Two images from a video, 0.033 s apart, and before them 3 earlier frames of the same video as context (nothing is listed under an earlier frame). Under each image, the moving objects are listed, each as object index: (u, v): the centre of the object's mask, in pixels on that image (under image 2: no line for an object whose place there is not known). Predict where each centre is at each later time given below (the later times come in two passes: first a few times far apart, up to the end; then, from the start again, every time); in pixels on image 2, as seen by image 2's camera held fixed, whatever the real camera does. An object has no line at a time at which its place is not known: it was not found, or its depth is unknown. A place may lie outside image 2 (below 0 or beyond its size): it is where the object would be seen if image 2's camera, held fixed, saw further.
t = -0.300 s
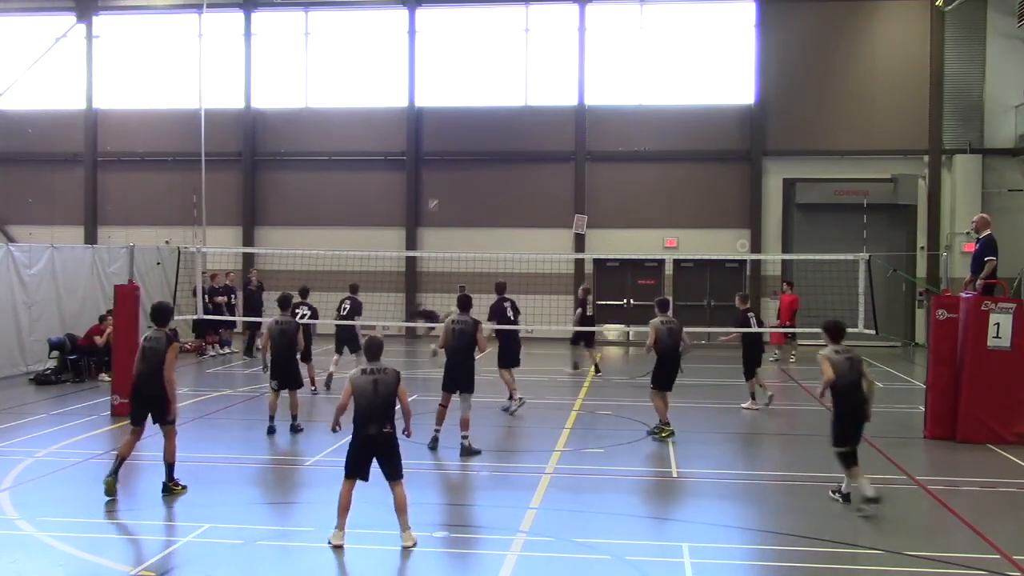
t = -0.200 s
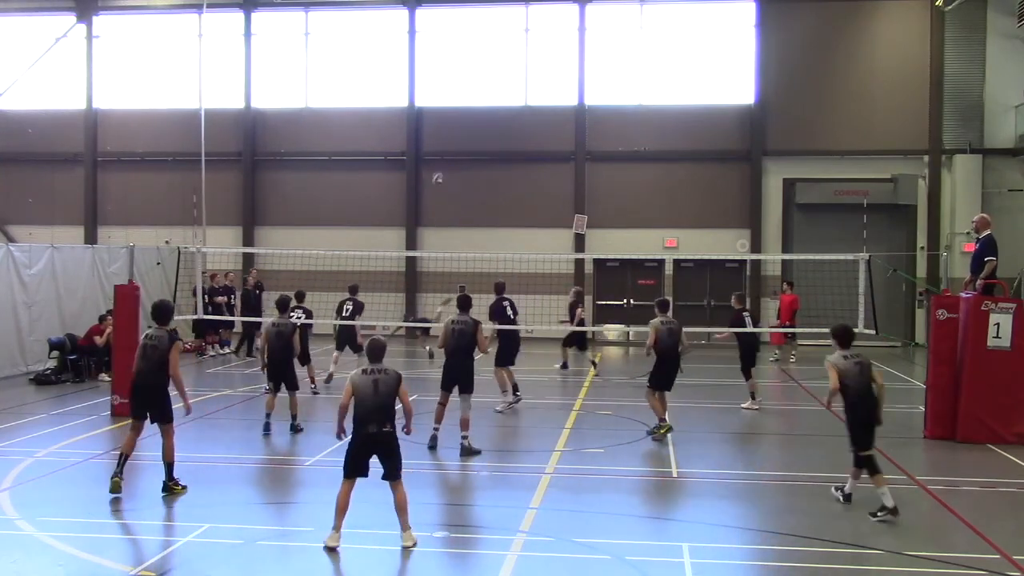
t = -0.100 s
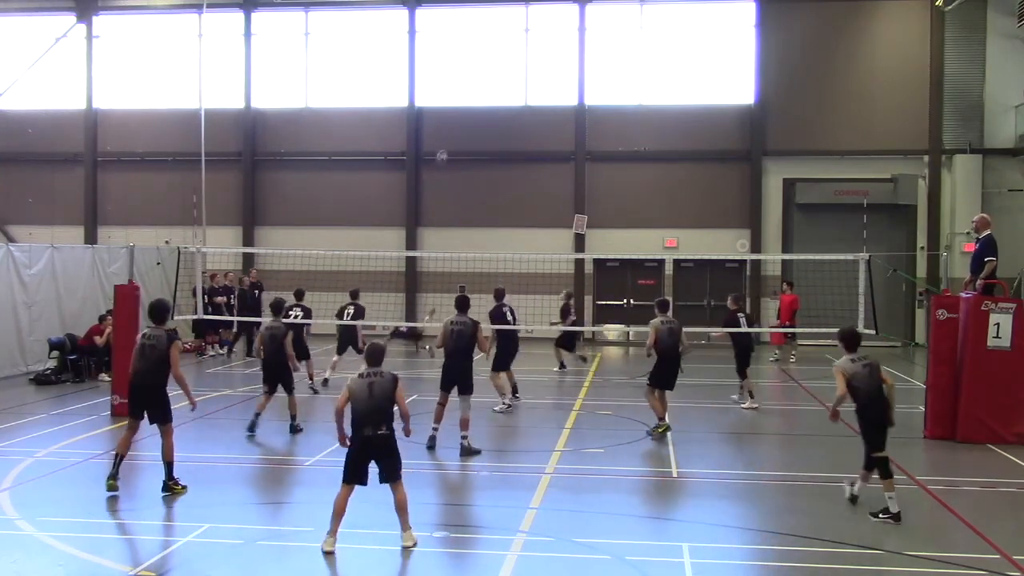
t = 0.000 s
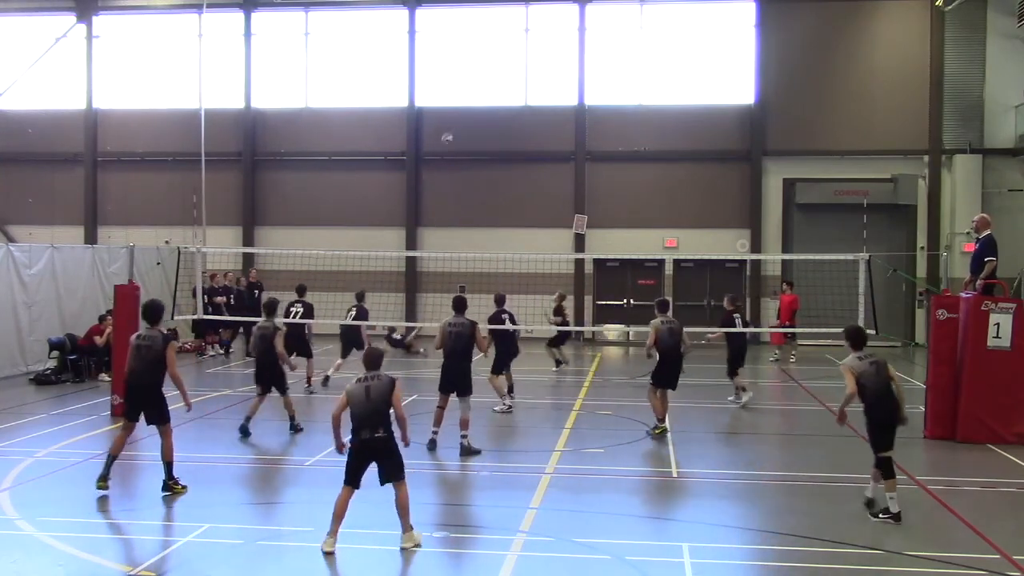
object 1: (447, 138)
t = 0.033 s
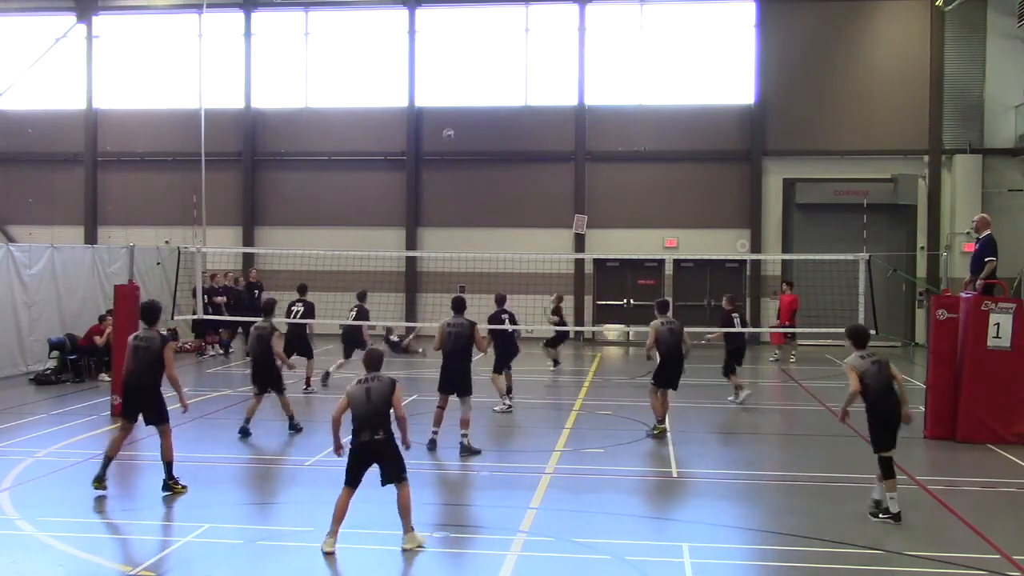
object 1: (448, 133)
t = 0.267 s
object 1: (460, 114)
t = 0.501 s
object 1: (471, 121)
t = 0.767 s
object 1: (485, 164)
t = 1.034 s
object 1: (497, 247)
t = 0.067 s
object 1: (450, 129)
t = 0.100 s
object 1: (451, 126)
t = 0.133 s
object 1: (453, 122)
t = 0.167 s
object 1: (454, 119)
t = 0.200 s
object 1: (456, 117)
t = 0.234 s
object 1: (458, 116)
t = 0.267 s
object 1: (460, 114)
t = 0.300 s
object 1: (462, 114)
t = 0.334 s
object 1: (463, 114)
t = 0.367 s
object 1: (465, 114)
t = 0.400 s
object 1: (467, 116)
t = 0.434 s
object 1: (468, 117)
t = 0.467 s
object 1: (470, 120)
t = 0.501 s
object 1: (471, 121)
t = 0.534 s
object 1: (473, 125)
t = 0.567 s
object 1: (476, 129)
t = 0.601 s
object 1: (477, 133)
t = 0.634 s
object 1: (479, 138)
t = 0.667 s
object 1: (480, 144)
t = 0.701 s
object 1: (482, 149)
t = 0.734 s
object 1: (484, 157)
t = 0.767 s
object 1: (485, 164)
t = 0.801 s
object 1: (487, 172)
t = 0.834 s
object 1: (489, 180)
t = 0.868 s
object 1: (491, 189)
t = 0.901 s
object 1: (492, 198)
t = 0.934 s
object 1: (493, 209)
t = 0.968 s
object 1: (495, 220)
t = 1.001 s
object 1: (496, 230)
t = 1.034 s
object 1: (497, 247)
